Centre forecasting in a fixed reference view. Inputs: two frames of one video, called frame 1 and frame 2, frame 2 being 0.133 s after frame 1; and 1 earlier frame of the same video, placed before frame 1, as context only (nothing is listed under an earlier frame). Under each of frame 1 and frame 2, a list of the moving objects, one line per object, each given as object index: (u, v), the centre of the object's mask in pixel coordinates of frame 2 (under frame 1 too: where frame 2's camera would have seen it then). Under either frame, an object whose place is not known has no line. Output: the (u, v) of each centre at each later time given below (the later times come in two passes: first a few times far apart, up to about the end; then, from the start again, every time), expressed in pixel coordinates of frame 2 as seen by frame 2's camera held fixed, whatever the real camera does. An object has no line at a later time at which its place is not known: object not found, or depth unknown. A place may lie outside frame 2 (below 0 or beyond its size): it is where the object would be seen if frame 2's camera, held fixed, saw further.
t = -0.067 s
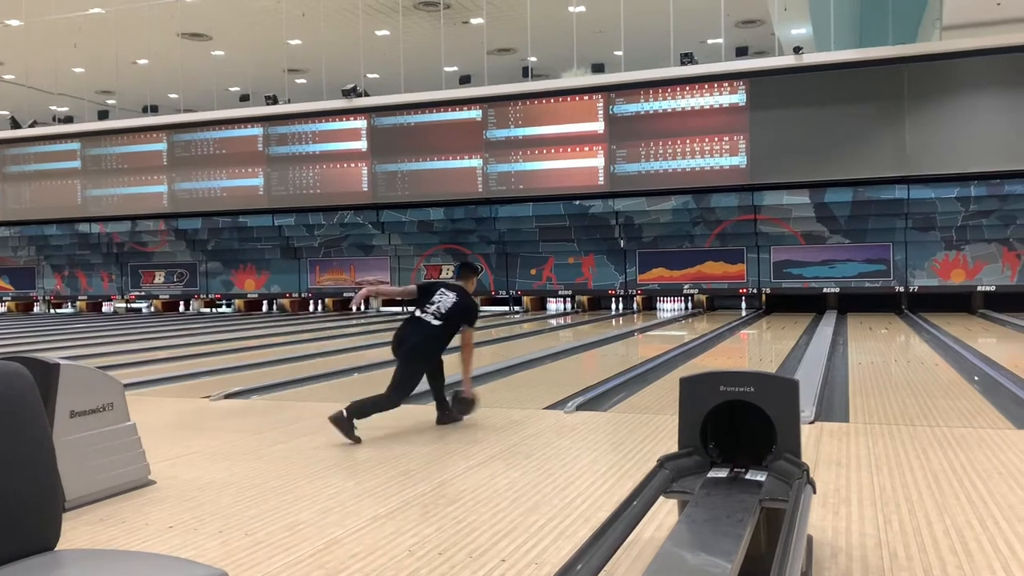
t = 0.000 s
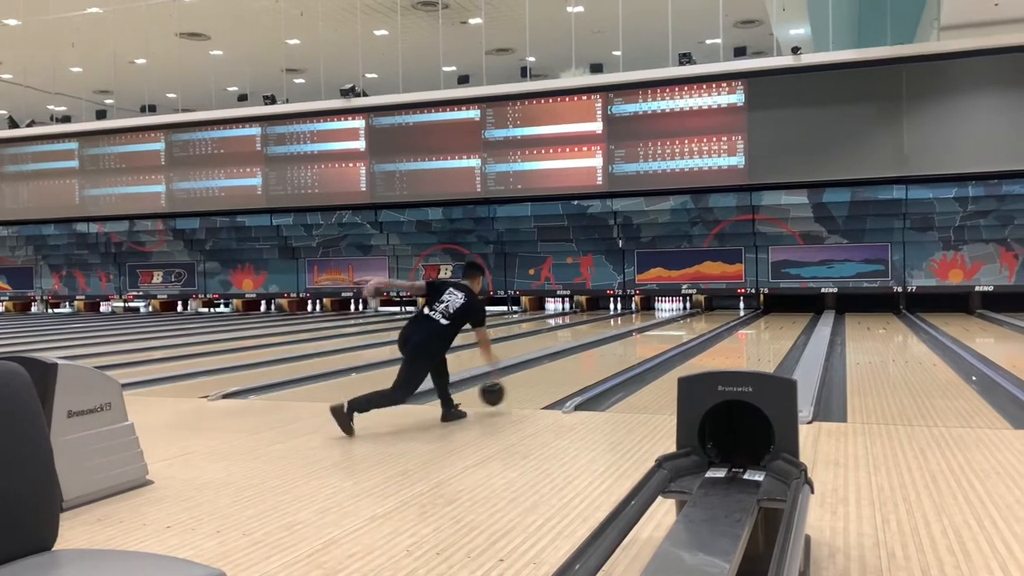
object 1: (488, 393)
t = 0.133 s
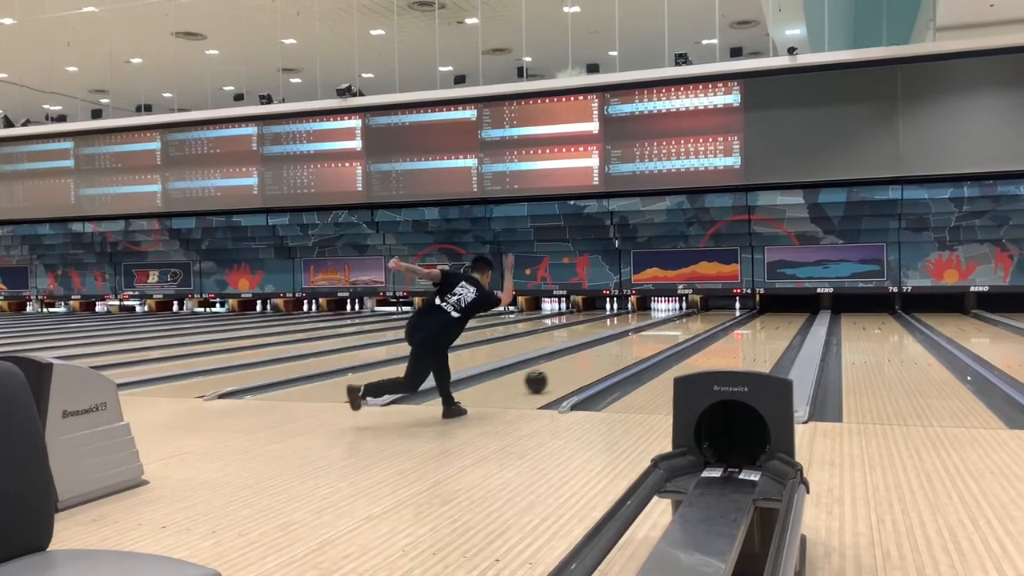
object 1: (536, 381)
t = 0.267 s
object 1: (572, 368)
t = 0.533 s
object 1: (623, 349)
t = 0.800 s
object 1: (657, 337)
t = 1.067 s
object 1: (682, 327)
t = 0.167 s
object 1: (546, 377)
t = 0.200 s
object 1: (555, 374)
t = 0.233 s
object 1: (564, 371)
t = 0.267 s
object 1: (572, 368)
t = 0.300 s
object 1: (579, 365)
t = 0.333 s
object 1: (587, 362)
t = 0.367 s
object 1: (594, 360)
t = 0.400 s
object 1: (600, 357)
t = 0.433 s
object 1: (606, 355)
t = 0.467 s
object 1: (612, 353)
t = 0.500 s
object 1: (618, 351)
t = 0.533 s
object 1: (623, 349)
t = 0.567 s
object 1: (628, 348)
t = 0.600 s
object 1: (633, 346)
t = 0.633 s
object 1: (637, 344)
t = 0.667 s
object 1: (642, 343)
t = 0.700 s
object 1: (646, 341)
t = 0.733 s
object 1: (650, 339)
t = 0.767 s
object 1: (654, 338)
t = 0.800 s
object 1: (657, 337)
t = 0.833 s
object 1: (661, 336)
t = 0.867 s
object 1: (664, 334)
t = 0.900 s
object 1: (668, 333)
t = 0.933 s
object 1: (671, 332)
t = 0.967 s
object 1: (674, 331)
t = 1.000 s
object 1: (677, 330)
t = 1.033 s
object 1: (679, 329)
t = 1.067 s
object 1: (682, 327)
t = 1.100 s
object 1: (684, 327)
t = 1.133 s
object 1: (687, 326)
